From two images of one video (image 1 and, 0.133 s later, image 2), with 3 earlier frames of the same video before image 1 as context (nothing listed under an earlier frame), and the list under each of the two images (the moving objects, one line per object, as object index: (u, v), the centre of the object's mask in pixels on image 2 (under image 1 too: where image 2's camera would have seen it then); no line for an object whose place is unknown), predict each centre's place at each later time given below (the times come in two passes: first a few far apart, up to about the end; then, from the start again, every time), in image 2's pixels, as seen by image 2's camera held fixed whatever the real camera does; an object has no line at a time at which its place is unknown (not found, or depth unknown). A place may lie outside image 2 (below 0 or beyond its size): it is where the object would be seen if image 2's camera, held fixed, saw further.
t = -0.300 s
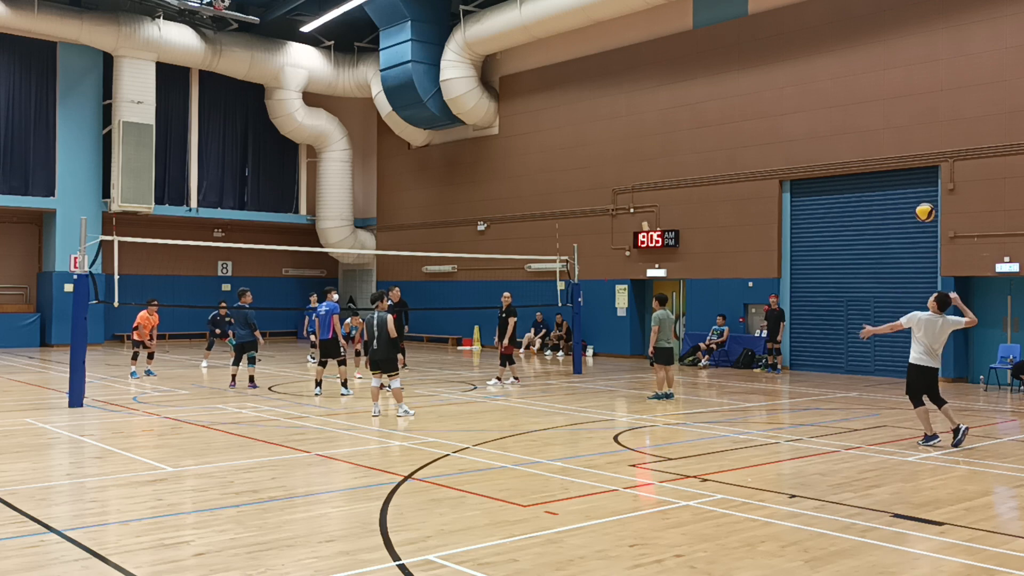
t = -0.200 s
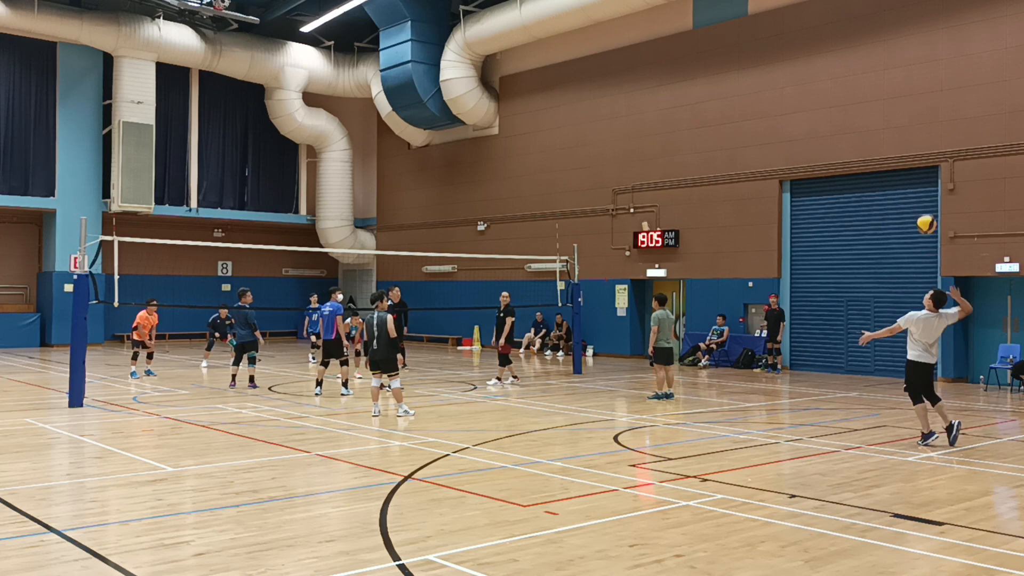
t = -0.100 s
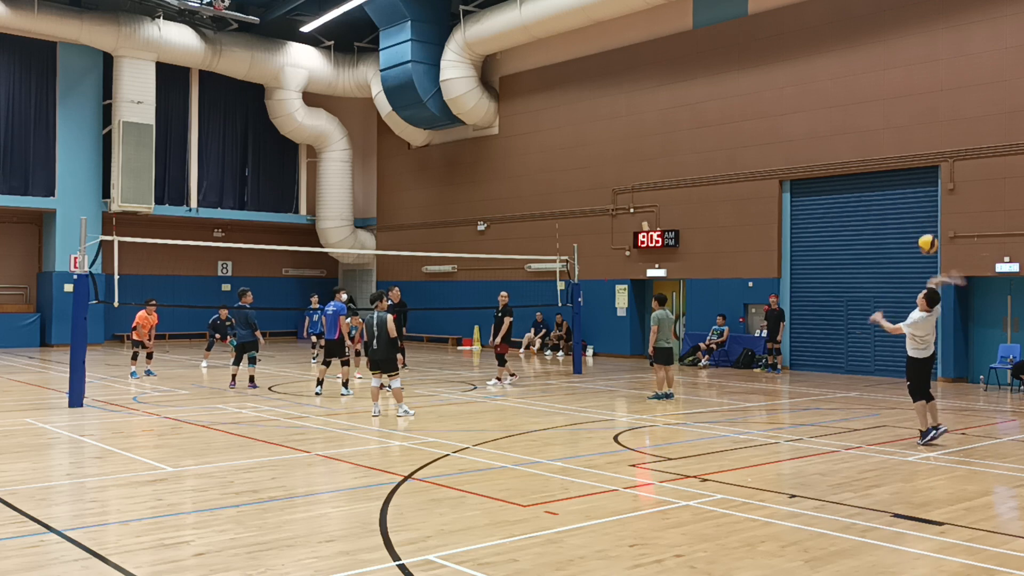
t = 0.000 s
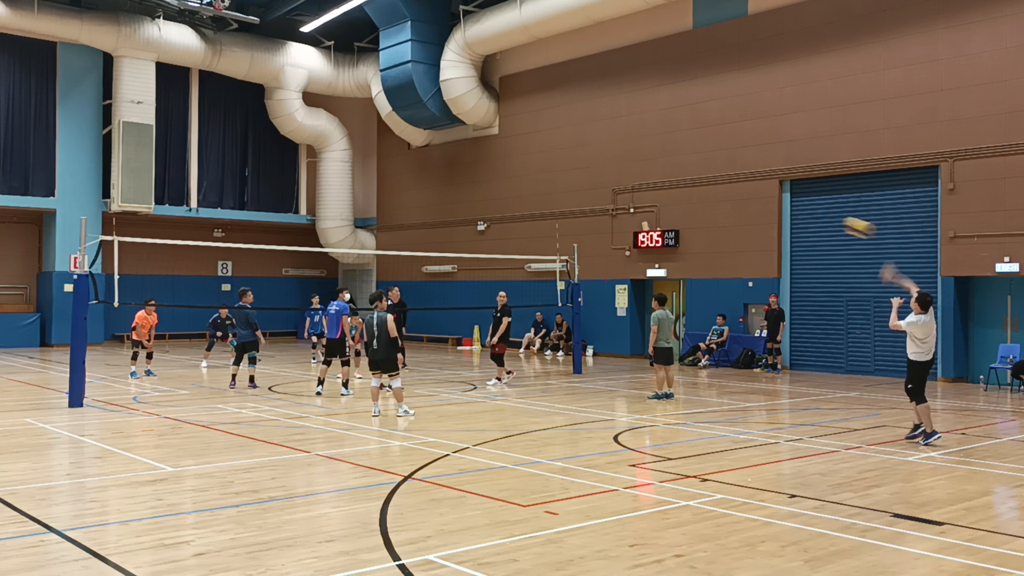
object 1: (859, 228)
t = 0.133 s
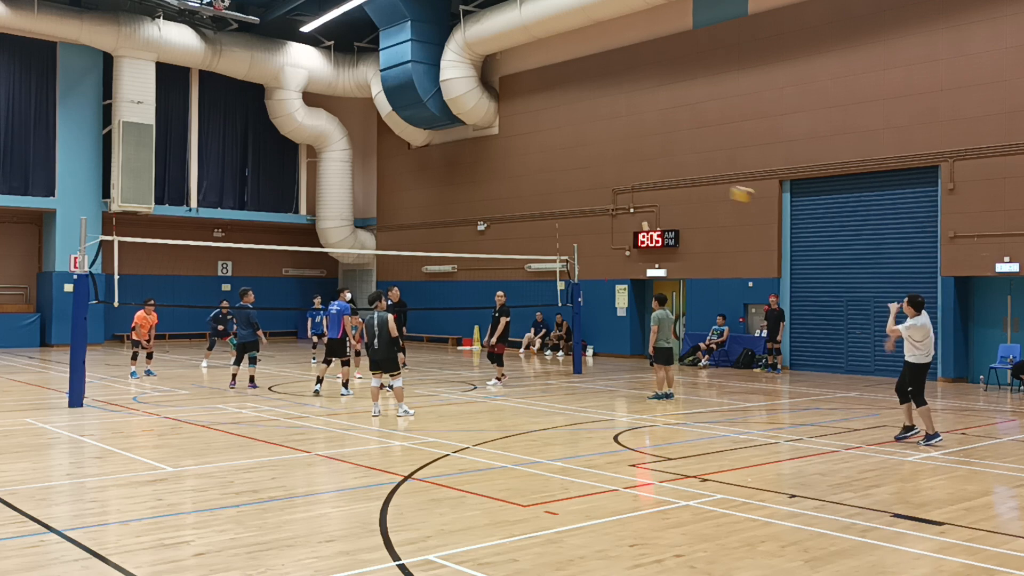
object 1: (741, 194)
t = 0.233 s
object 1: (669, 181)
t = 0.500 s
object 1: (526, 182)
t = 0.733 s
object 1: (433, 210)
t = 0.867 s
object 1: (389, 234)
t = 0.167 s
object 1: (715, 188)
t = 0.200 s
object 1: (691, 185)
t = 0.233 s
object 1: (669, 181)
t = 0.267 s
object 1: (648, 178)
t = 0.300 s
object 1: (629, 176)
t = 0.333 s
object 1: (610, 175)
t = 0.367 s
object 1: (592, 175)
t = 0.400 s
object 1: (574, 176)
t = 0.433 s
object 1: (557, 177)
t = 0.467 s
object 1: (541, 179)
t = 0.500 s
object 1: (526, 182)
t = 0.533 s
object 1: (511, 185)
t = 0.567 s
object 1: (497, 188)
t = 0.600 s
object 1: (483, 192)
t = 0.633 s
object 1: (469, 195)
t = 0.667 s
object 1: (457, 200)
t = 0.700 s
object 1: (445, 205)
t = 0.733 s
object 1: (433, 210)
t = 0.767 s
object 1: (422, 215)
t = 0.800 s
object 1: (411, 221)
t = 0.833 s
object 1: (400, 228)
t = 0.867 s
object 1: (389, 234)
